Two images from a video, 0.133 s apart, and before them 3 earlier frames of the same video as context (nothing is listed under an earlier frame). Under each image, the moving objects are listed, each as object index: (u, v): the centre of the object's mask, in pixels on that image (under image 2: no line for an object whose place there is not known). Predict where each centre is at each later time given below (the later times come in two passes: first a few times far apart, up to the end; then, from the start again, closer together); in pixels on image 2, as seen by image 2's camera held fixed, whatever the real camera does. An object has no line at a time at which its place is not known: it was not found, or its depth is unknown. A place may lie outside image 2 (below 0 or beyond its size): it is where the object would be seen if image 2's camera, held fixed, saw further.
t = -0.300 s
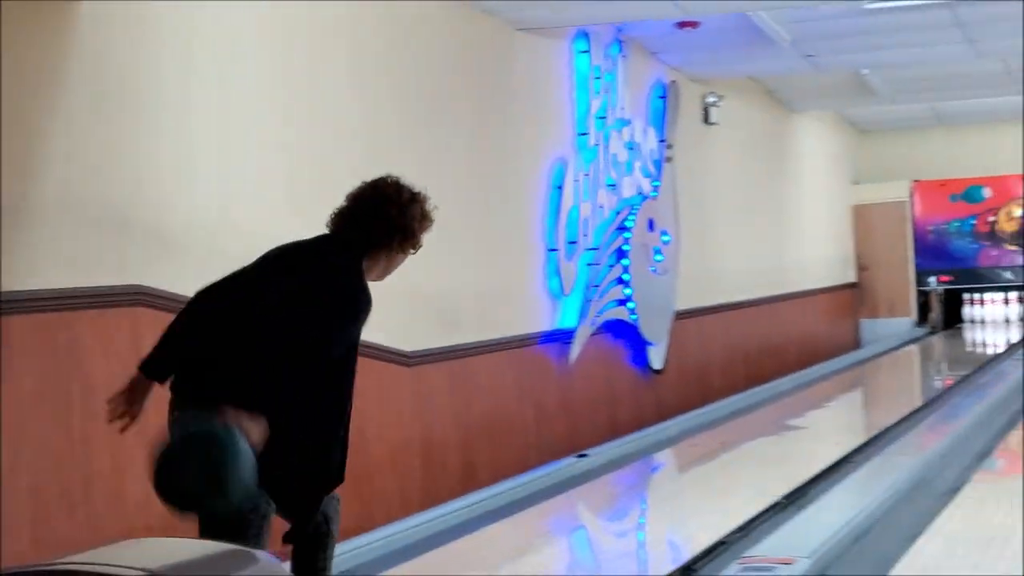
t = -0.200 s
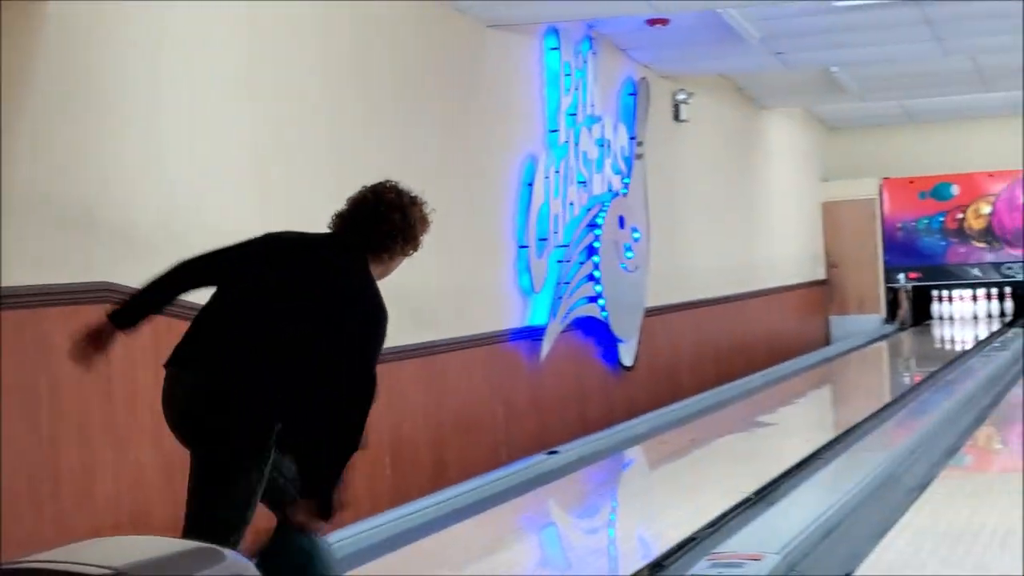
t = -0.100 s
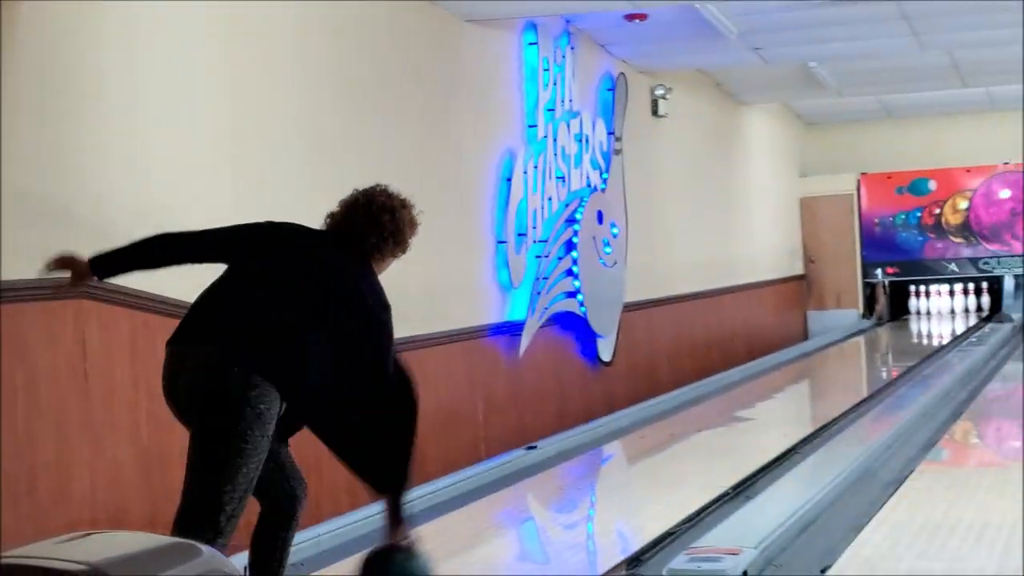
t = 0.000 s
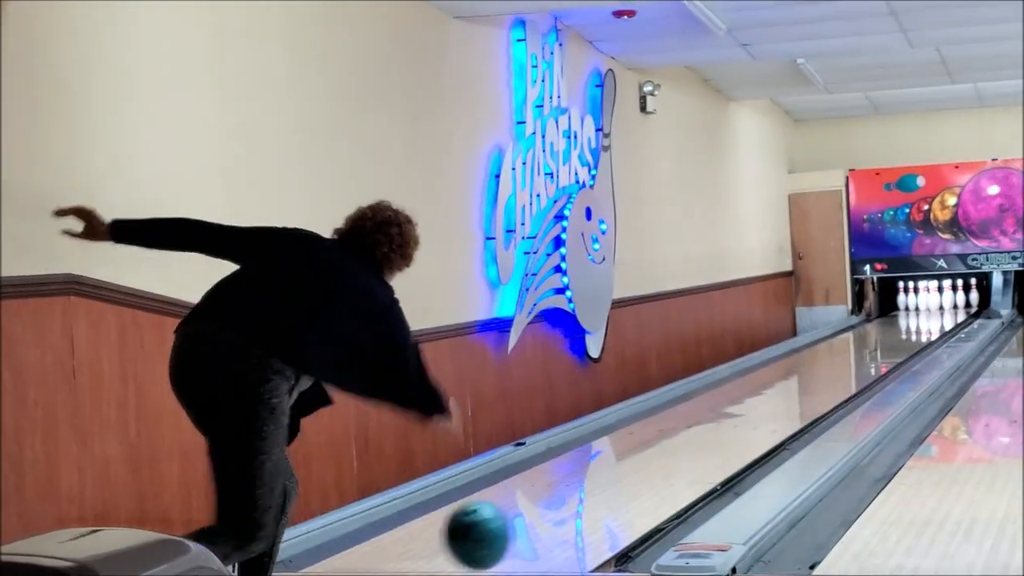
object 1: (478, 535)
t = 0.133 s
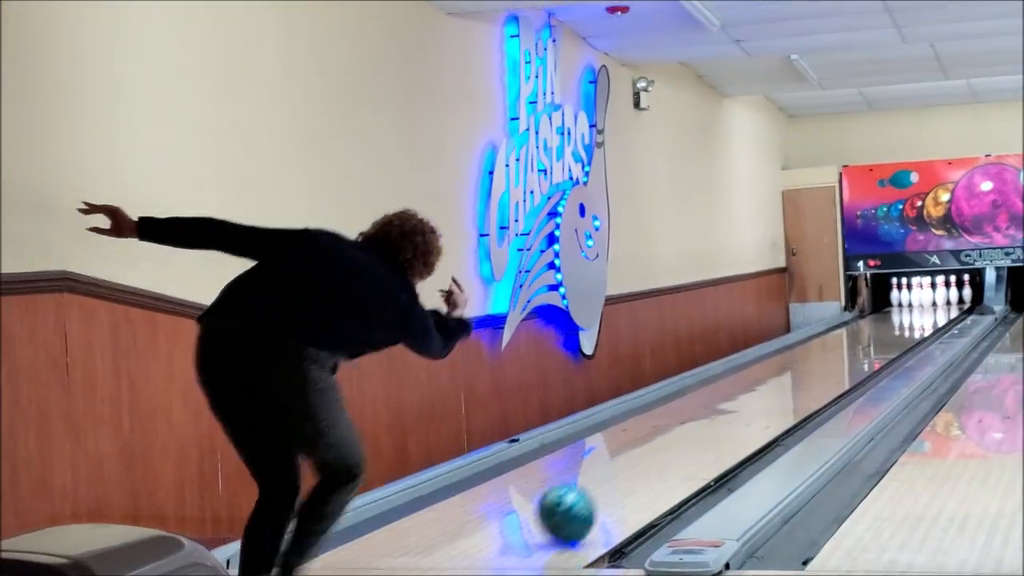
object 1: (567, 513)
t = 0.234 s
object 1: (619, 488)
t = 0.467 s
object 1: (712, 438)
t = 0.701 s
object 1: (775, 405)
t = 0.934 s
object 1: (820, 382)
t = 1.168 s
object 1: (856, 363)
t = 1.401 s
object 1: (883, 348)
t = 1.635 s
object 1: (905, 337)
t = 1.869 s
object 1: (923, 326)
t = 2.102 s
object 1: (938, 318)
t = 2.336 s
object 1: (950, 311)
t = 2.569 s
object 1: (961, 305)
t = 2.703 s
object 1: (969, 303)
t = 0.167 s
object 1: (585, 503)
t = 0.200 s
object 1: (603, 496)
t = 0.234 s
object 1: (619, 488)
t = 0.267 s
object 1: (635, 479)
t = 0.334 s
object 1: (664, 464)
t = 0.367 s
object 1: (677, 457)
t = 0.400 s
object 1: (689, 450)
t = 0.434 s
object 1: (701, 444)
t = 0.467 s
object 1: (712, 438)
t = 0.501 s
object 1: (722, 433)
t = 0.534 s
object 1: (732, 427)
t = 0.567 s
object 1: (741, 422)
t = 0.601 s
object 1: (750, 418)
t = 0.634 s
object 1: (759, 413)
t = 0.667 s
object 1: (767, 409)
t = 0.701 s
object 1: (775, 405)
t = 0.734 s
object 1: (782, 401)
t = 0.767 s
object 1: (789, 397)
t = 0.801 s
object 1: (796, 394)
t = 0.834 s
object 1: (802, 391)
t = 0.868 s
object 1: (809, 388)
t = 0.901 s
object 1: (814, 385)
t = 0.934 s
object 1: (820, 382)
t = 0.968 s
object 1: (826, 379)
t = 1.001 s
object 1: (831, 376)
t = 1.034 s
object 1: (837, 373)
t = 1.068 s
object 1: (841, 371)
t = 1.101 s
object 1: (846, 368)
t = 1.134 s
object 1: (851, 366)
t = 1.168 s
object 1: (856, 363)
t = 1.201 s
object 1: (861, 361)
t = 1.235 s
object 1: (864, 359)
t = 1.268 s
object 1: (868, 356)
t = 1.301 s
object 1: (872, 354)
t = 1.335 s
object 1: (876, 352)
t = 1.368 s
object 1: (880, 350)
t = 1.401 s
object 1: (883, 348)
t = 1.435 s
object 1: (886, 346)
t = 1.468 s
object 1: (890, 345)
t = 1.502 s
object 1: (894, 343)
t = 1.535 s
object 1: (896, 342)
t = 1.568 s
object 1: (899, 340)
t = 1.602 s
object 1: (903, 338)
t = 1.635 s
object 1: (905, 337)
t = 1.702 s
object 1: (911, 333)
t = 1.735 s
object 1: (913, 332)
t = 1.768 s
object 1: (915, 331)
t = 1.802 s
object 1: (918, 330)
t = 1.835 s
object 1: (921, 327)
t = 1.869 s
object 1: (923, 326)
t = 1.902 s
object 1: (925, 326)
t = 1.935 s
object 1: (928, 324)
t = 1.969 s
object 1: (929, 323)
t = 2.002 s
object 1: (932, 322)
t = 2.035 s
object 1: (934, 321)
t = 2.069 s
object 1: (936, 319)
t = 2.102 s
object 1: (938, 318)
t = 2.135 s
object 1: (940, 317)
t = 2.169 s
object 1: (942, 316)
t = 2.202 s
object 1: (943, 315)
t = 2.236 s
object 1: (945, 315)
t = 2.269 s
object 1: (947, 313)
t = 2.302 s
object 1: (948, 312)
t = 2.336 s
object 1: (950, 311)
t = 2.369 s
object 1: (952, 311)
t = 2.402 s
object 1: (953, 309)
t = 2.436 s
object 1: (955, 309)
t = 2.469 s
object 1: (956, 308)
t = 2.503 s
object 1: (958, 307)
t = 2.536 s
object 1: (960, 306)
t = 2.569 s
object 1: (961, 305)
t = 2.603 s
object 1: (963, 305)
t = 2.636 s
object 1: (965, 305)
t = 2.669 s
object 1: (967, 304)
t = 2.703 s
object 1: (969, 303)
